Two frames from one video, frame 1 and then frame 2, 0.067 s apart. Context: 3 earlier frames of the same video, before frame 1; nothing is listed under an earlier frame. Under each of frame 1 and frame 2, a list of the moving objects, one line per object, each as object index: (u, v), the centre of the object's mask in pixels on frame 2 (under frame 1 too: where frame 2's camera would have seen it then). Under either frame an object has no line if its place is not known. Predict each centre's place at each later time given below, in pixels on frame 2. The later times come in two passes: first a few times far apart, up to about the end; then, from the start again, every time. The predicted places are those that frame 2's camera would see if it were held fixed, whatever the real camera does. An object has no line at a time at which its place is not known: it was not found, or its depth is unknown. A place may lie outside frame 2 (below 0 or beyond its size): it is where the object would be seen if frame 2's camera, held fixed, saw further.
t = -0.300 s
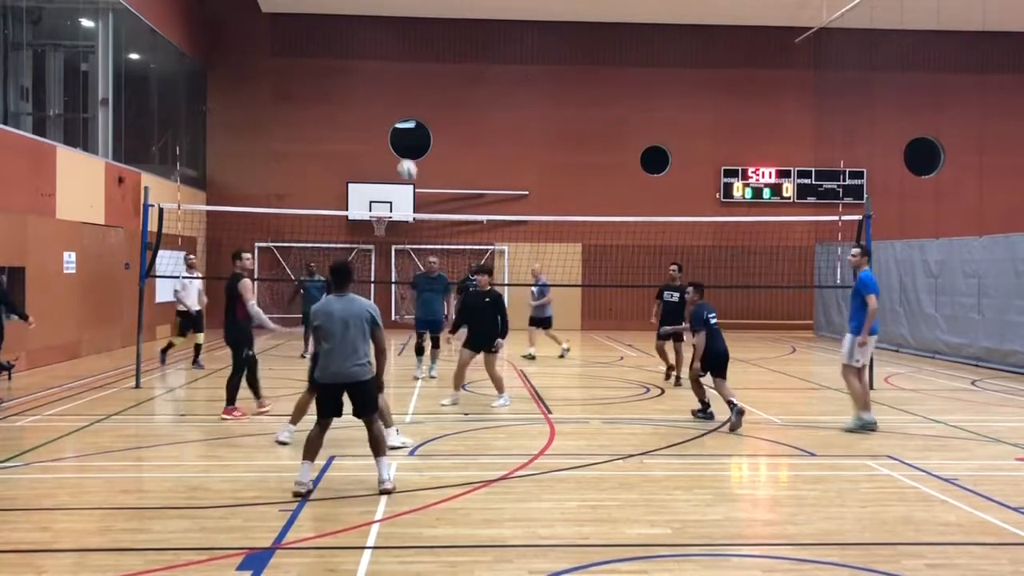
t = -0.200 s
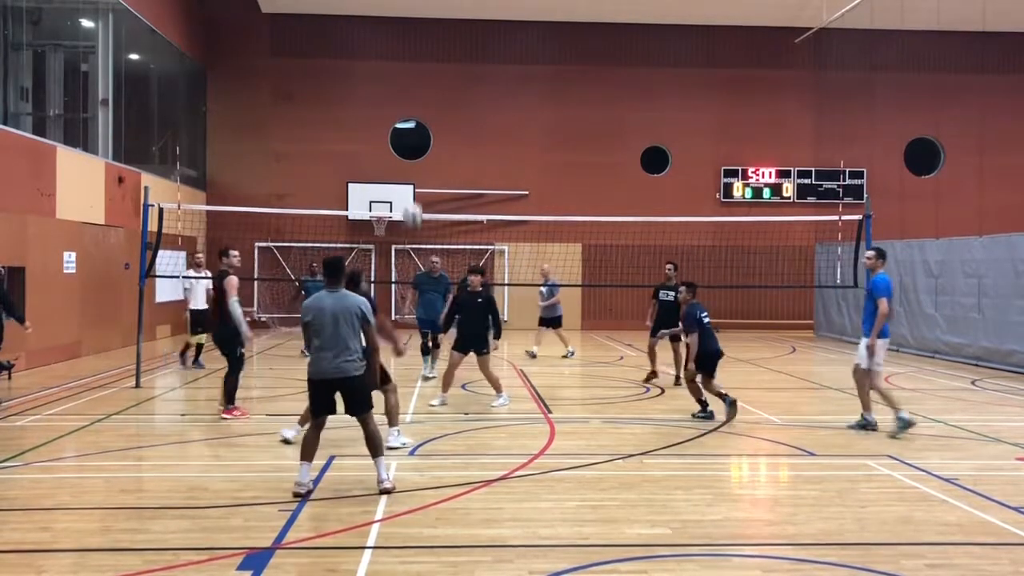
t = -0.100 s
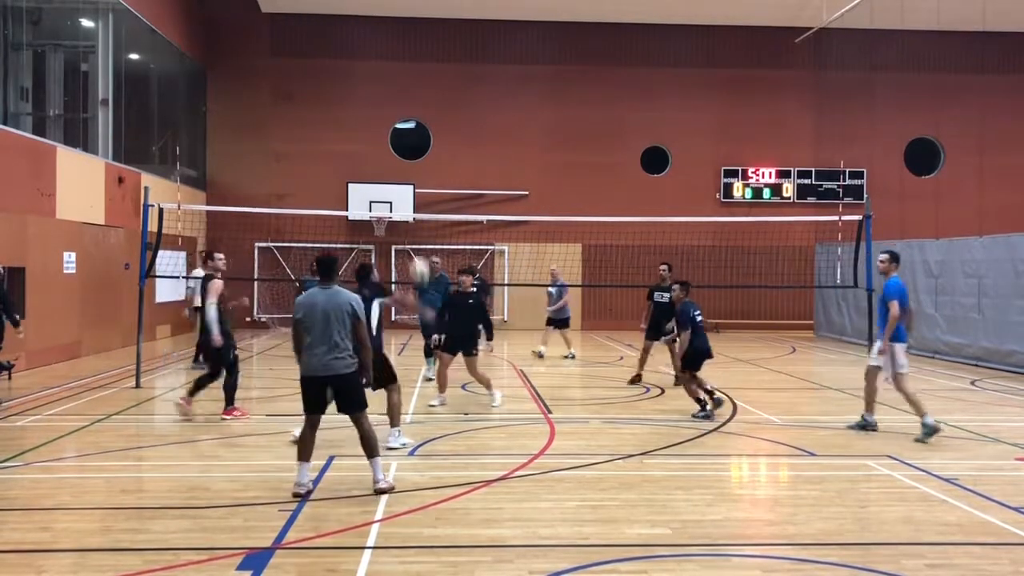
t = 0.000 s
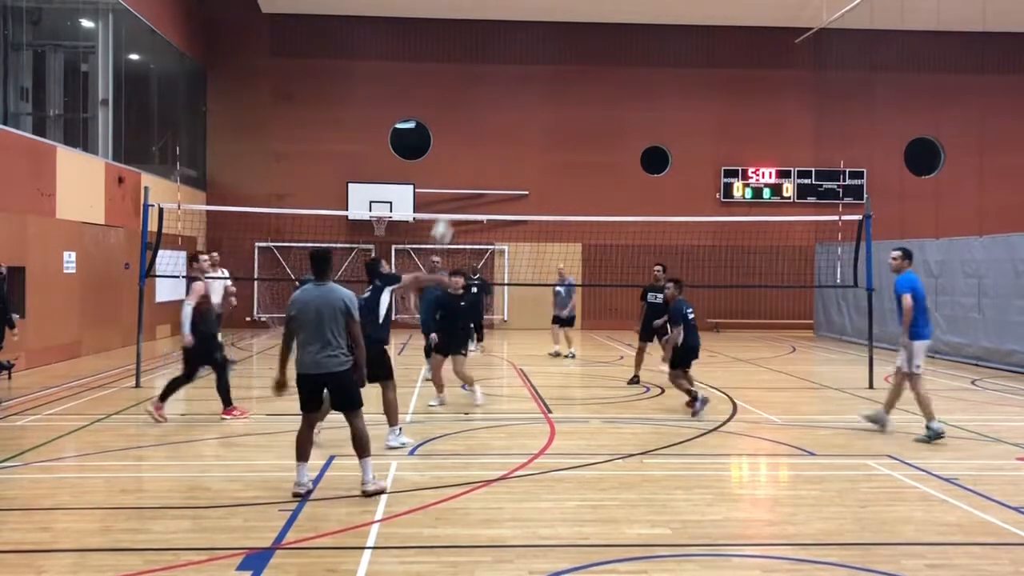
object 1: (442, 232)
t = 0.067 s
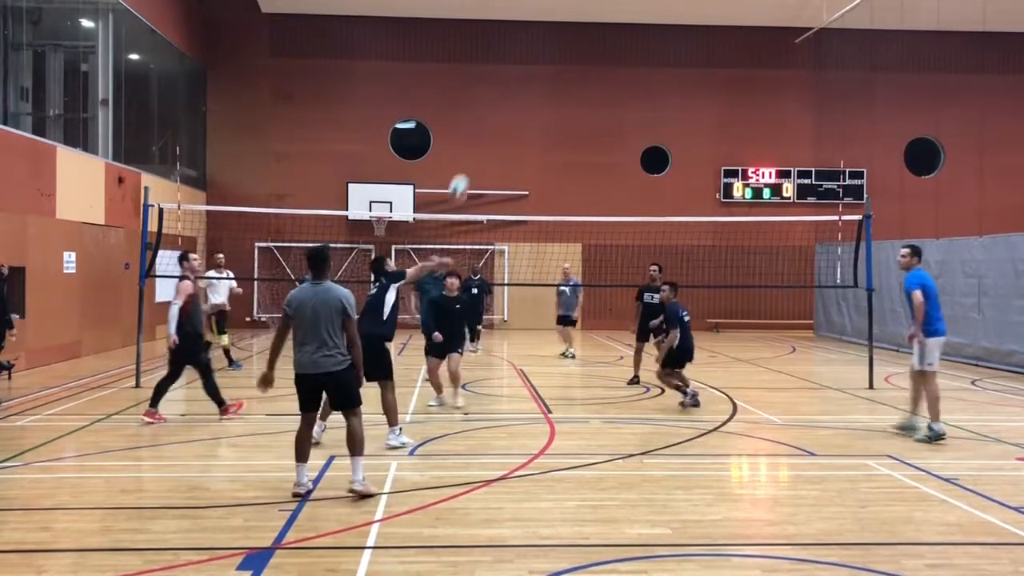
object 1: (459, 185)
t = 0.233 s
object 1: (495, 101)
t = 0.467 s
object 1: (541, 35)
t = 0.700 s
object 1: (580, 23)
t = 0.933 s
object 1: (614, 57)
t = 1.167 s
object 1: (643, 130)
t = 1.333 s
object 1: (660, 204)
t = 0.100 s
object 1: (467, 166)
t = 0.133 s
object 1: (475, 148)
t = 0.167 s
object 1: (482, 131)
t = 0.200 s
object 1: (489, 115)
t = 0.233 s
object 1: (495, 101)
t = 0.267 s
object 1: (503, 88)
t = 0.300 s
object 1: (510, 77)
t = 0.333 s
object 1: (517, 66)
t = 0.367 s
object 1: (523, 57)
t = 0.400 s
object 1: (529, 49)
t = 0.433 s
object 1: (535, 41)
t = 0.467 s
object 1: (541, 35)
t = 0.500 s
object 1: (547, 31)
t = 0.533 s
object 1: (552, 27)
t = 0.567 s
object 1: (558, 24)
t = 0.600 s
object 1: (564, 22)
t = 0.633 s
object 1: (569, 22)
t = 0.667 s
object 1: (574, 22)
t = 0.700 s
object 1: (580, 23)
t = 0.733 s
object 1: (585, 25)
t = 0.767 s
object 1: (590, 28)
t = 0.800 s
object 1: (595, 32)
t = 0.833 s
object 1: (600, 37)
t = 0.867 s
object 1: (604, 42)
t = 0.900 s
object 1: (609, 49)
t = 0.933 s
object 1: (614, 57)
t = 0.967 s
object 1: (618, 65)
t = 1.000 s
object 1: (623, 74)
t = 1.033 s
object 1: (627, 84)
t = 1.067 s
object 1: (631, 95)
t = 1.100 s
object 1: (636, 106)
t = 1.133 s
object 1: (639, 117)
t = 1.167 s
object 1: (643, 130)
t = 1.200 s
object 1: (647, 143)
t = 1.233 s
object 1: (650, 158)
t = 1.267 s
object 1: (654, 173)
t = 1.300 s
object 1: (657, 188)
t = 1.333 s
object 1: (660, 204)
